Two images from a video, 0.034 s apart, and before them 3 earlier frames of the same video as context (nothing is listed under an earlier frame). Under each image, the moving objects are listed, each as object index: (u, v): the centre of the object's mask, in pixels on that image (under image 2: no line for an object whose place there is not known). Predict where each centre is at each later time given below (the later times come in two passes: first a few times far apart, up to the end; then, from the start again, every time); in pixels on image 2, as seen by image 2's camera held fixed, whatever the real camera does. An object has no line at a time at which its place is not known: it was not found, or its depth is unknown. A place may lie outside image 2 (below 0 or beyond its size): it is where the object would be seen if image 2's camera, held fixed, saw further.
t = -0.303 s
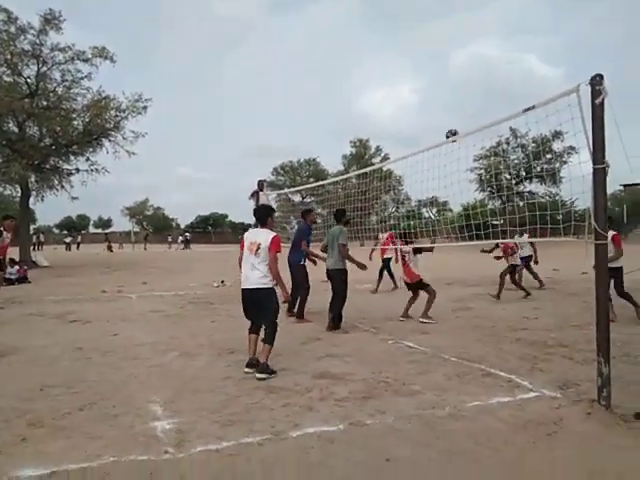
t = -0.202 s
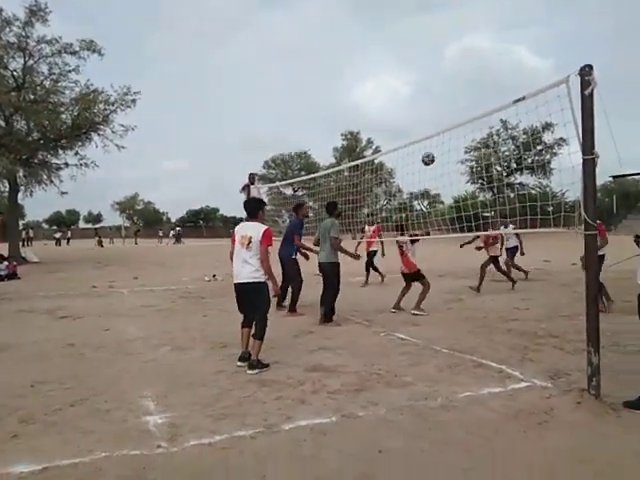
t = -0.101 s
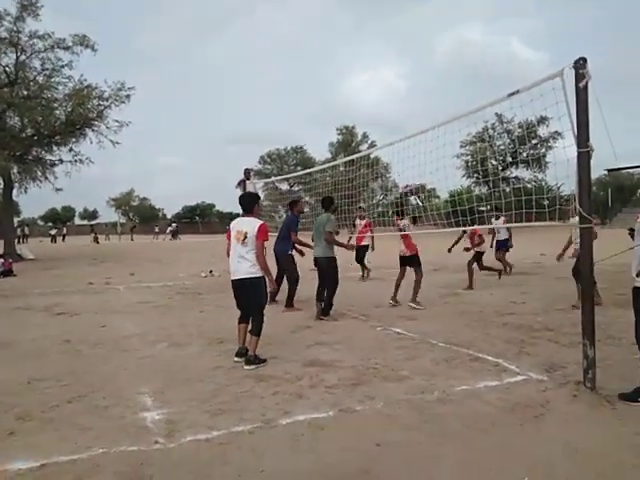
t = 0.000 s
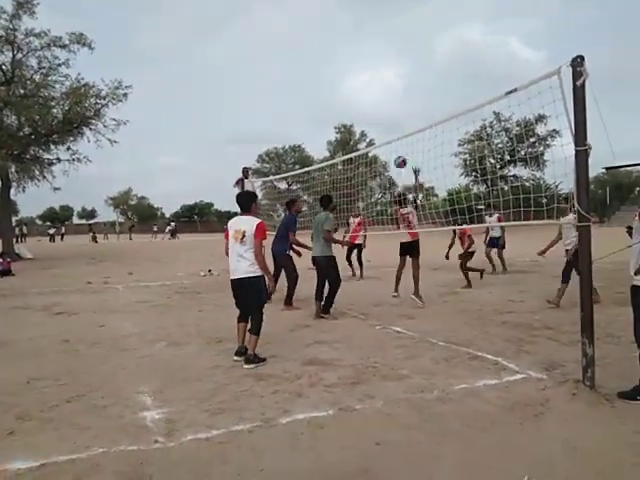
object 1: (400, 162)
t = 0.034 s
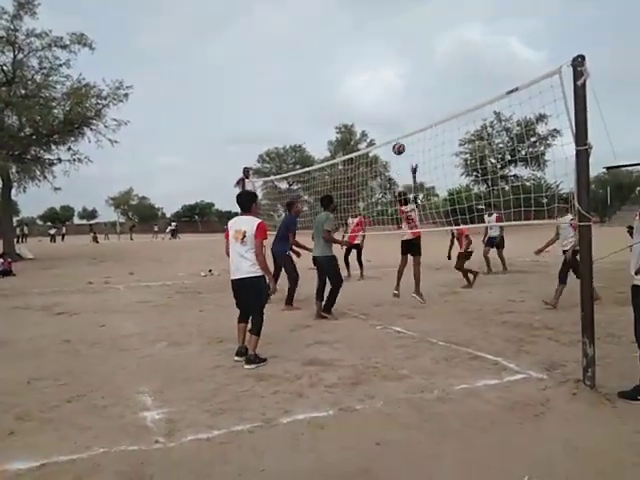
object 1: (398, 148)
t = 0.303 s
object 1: (377, 68)
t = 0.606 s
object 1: (357, 34)
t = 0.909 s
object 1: (340, 52)
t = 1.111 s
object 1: (330, 90)
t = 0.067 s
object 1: (395, 135)
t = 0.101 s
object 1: (393, 123)
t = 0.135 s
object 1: (390, 112)
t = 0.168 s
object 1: (388, 102)
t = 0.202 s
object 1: (385, 92)
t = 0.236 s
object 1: (382, 83)
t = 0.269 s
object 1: (380, 75)
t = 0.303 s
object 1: (377, 68)
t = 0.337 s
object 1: (375, 61)
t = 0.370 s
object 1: (373, 56)
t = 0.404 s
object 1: (370, 50)
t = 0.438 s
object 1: (368, 46)
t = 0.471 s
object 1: (365, 42)
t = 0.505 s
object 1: (363, 39)
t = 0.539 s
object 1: (361, 36)
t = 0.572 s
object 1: (359, 35)
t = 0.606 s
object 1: (357, 34)
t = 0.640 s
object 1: (355, 33)
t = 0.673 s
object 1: (353, 33)
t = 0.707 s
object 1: (351, 34)
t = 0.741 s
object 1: (350, 36)
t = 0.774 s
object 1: (347, 38)
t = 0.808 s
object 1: (345, 40)
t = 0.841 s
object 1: (344, 44)
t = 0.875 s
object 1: (342, 47)
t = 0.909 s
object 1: (340, 52)
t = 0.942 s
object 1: (338, 57)
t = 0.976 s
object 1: (337, 62)
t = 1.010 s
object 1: (335, 68)
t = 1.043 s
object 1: (333, 75)
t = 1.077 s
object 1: (332, 82)
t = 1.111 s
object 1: (330, 90)
